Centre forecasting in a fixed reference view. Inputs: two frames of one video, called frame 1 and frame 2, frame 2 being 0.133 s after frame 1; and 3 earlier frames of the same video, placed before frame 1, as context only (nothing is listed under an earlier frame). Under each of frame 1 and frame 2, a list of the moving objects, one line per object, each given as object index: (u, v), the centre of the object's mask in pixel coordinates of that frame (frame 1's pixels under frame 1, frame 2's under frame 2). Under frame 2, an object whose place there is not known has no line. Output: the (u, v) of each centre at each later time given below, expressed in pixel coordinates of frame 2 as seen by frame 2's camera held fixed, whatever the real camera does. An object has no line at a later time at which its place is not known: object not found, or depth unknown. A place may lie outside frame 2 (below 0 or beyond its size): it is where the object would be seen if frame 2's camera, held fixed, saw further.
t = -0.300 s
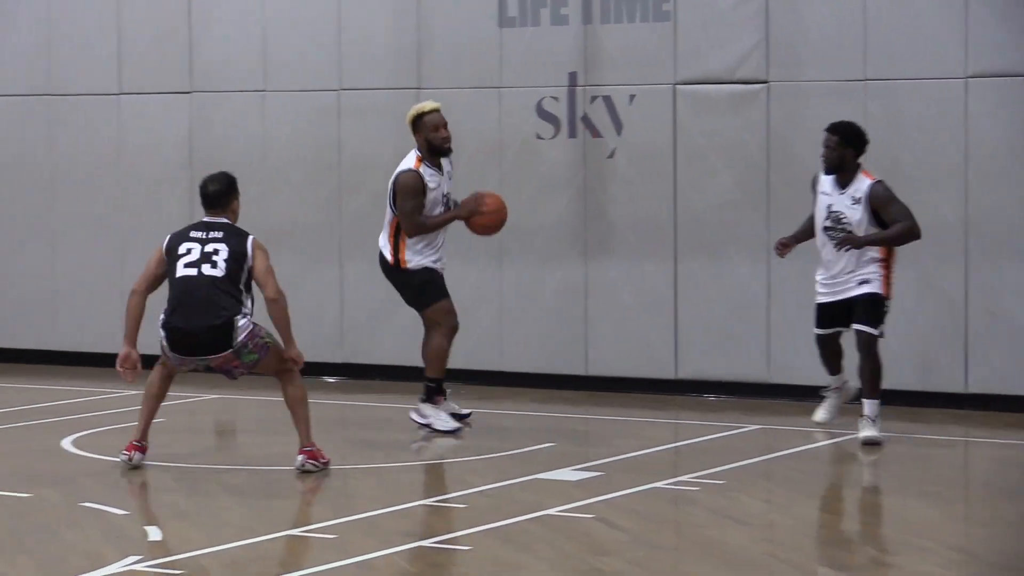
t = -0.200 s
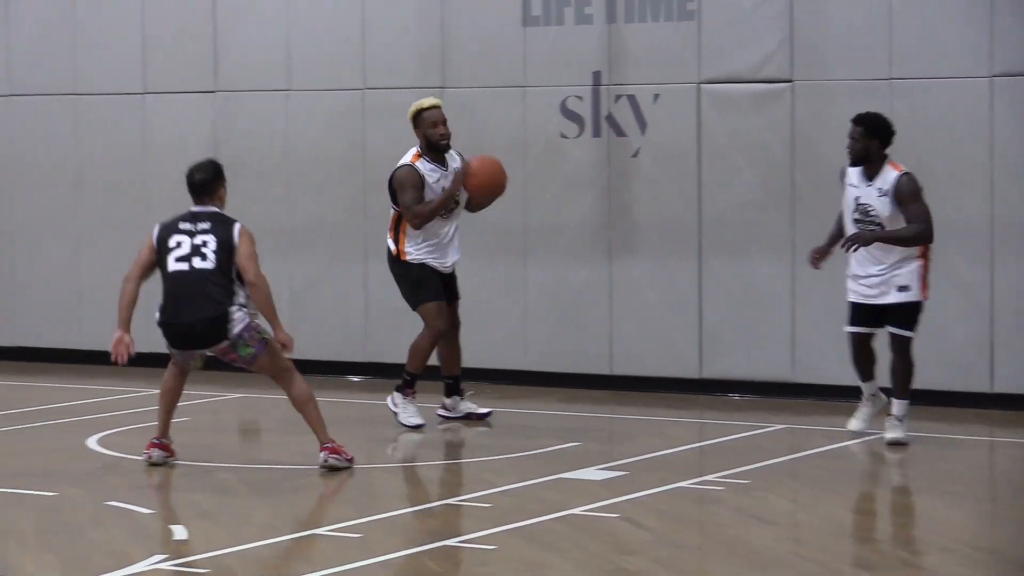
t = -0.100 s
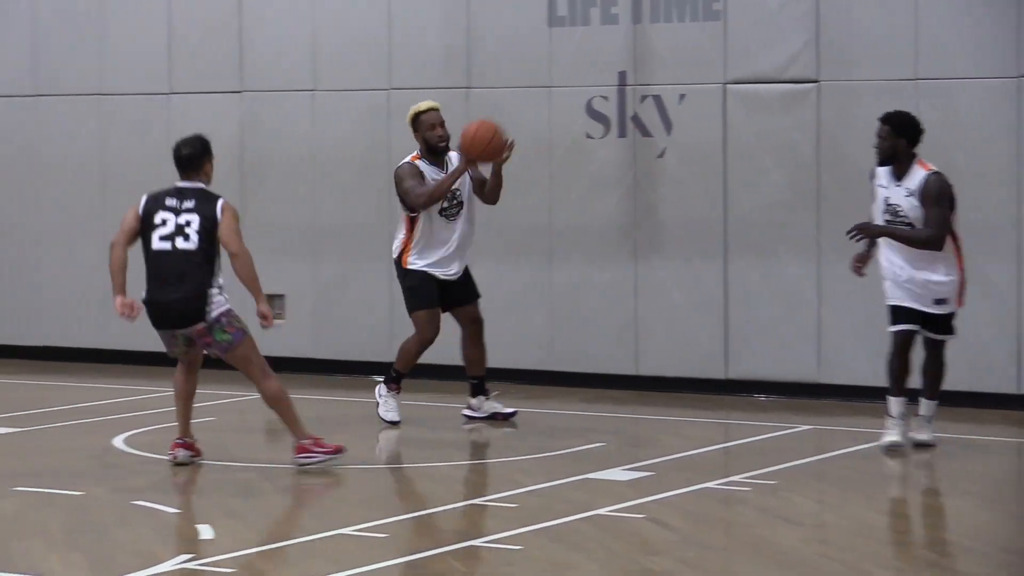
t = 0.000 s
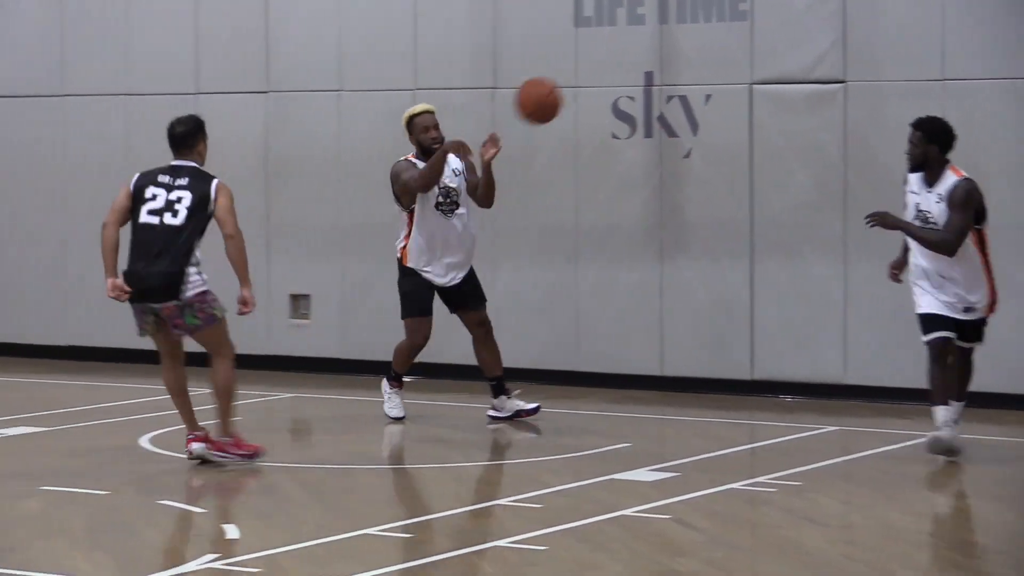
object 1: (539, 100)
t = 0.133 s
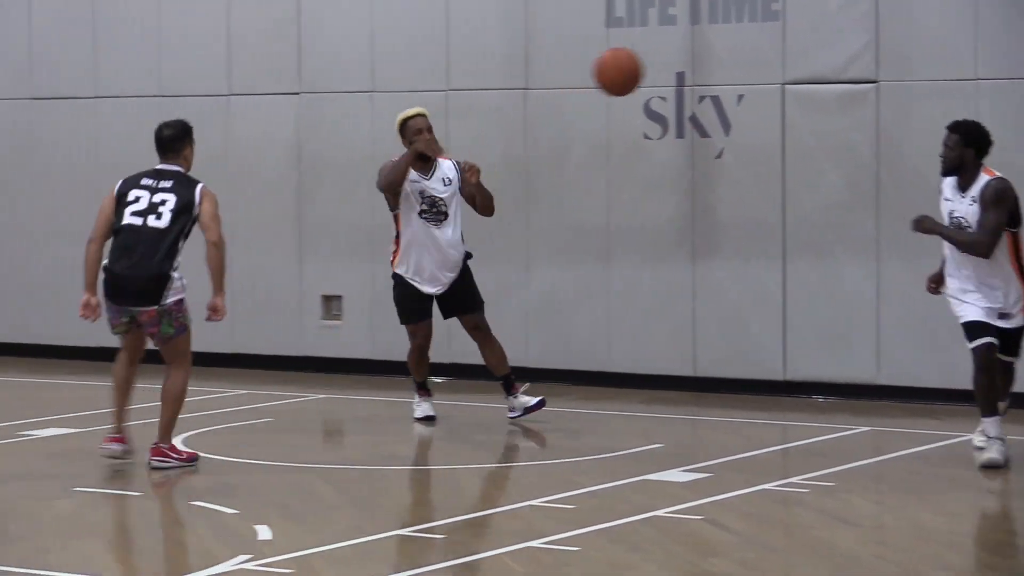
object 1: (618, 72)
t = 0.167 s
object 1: (631, 70)
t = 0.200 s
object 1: (643, 70)
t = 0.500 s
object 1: (779, 183)
